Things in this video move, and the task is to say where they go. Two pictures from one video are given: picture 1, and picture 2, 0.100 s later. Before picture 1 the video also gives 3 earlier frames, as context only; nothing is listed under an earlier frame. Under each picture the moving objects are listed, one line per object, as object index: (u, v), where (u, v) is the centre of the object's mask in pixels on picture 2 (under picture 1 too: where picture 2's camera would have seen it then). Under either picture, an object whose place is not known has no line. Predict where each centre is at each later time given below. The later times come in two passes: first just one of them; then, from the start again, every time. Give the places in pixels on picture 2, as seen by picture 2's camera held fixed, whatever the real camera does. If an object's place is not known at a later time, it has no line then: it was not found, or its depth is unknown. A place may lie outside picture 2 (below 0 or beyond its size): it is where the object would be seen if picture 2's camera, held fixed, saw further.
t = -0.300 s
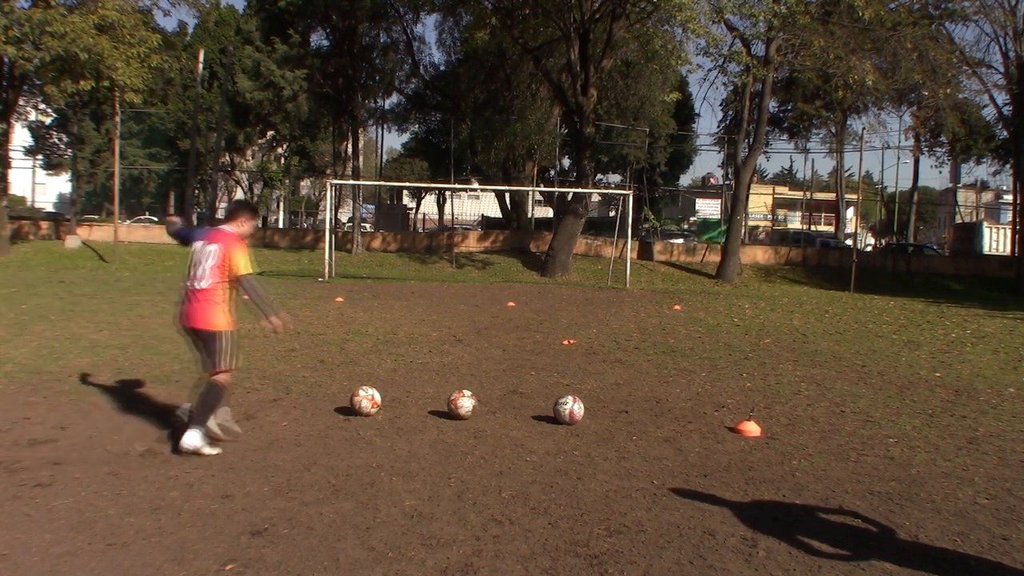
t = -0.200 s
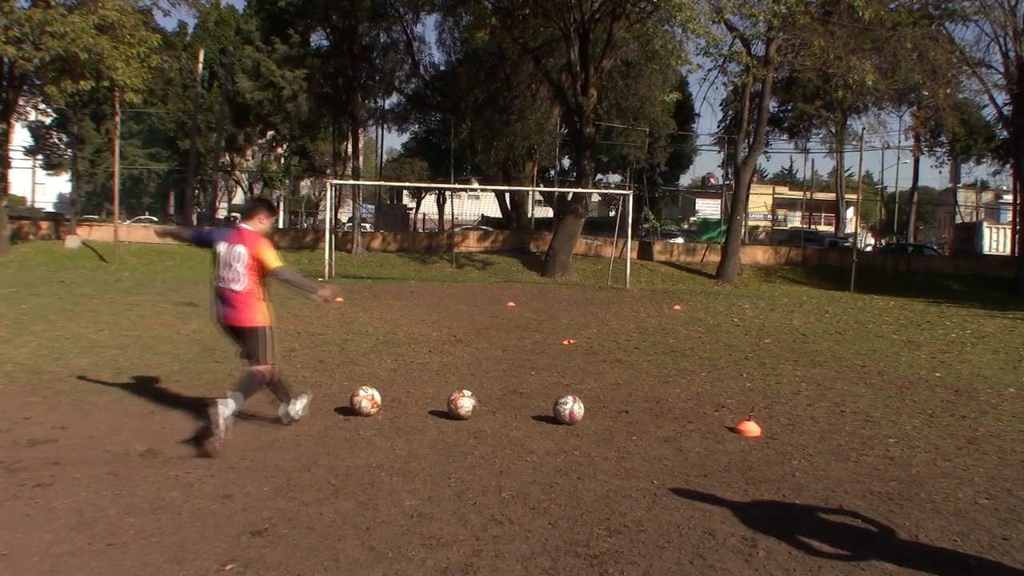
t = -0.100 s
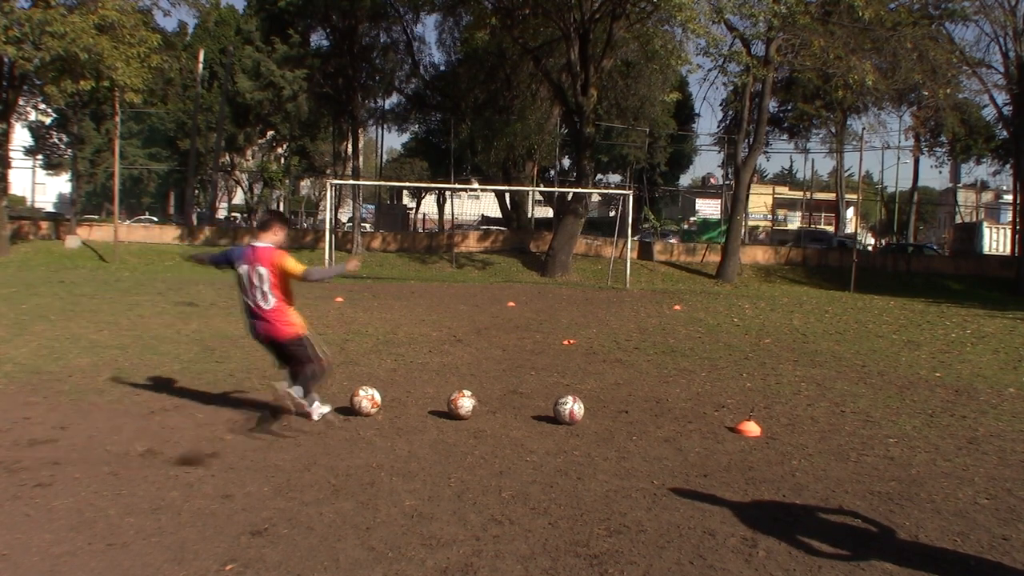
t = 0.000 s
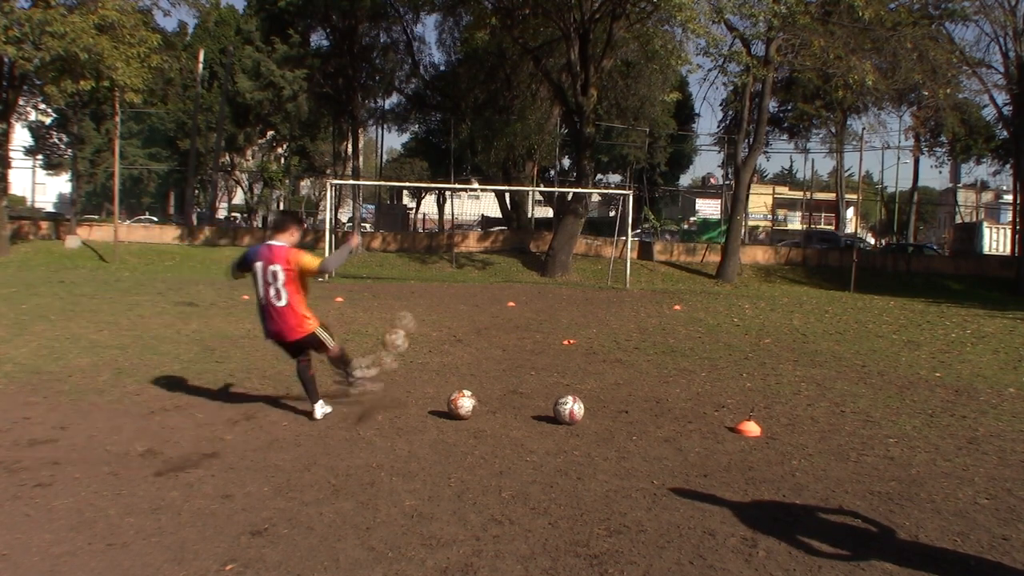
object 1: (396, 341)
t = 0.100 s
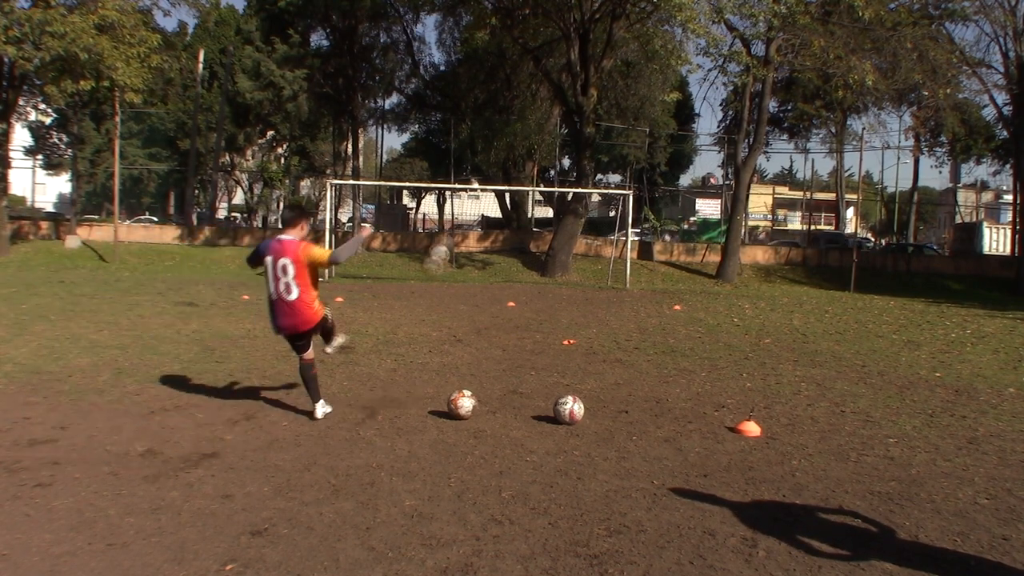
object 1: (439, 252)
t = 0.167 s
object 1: (457, 218)
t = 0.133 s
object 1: (453, 234)
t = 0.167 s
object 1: (457, 218)
